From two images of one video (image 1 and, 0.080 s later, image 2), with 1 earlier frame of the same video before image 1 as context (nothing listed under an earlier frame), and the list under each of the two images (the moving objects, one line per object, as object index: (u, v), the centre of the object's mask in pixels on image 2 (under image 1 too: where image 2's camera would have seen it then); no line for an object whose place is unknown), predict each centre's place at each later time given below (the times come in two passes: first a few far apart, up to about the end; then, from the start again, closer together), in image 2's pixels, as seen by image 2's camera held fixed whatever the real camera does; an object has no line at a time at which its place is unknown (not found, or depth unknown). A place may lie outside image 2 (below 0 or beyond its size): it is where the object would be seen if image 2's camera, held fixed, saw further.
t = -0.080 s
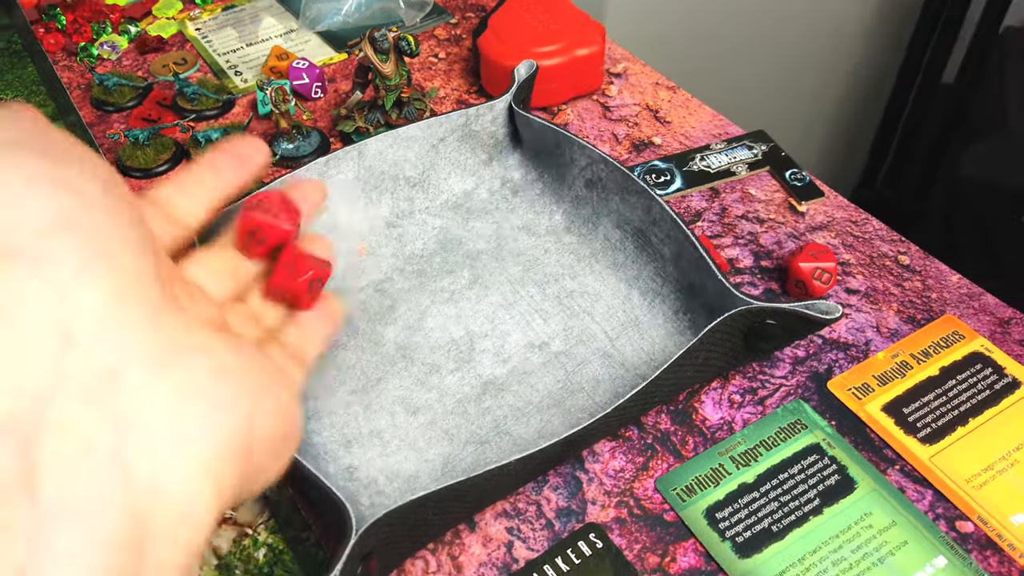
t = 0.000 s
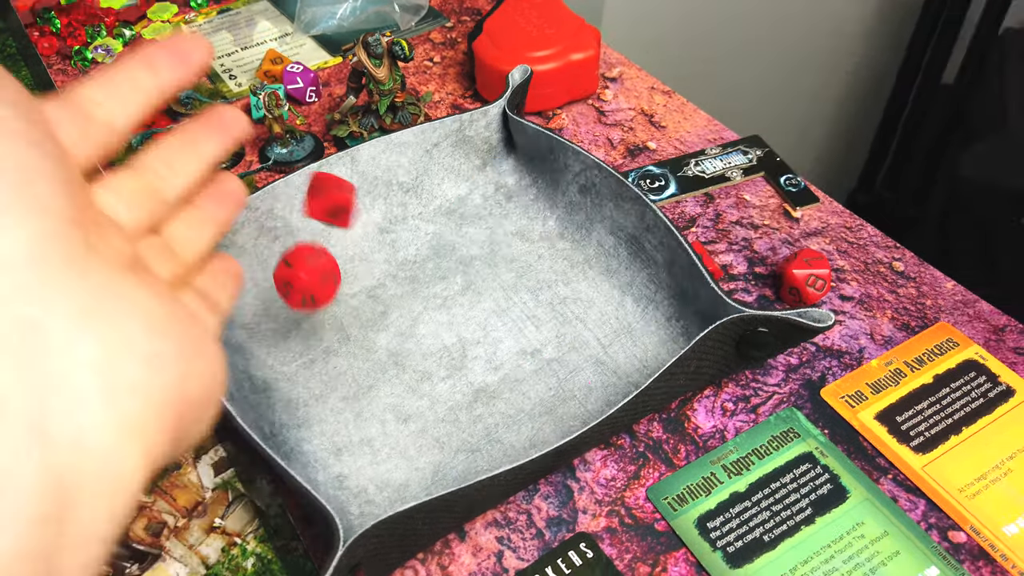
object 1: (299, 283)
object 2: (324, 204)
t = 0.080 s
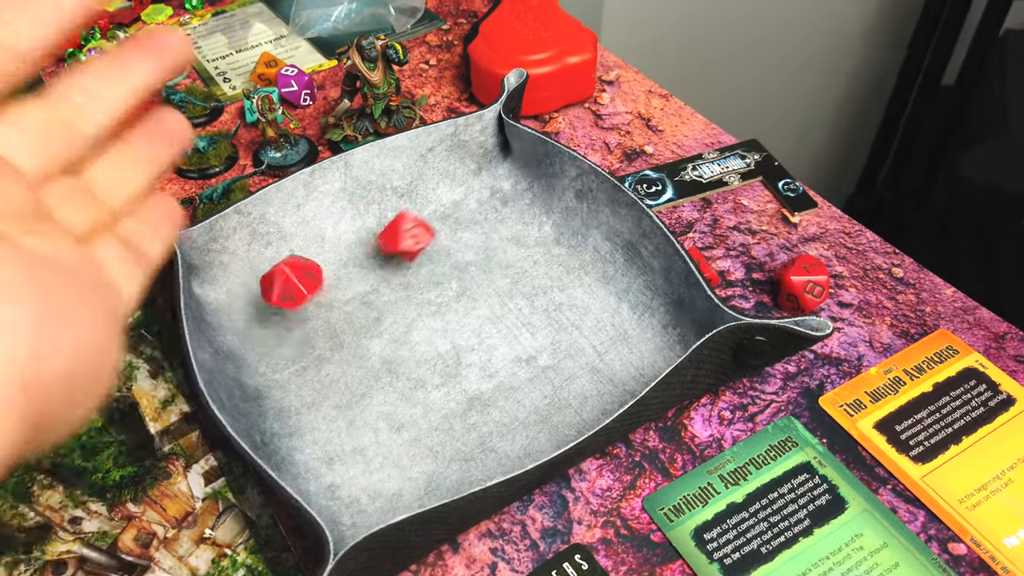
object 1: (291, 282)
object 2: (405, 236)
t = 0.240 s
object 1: (249, 288)
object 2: (562, 219)
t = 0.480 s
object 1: (263, 305)
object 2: (526, 290)
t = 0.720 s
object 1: (263, 305)
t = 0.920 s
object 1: (263, 305)
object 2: (524, 291)
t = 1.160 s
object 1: (263, 305)
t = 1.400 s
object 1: (263, 305)
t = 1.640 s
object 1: (263, 305)
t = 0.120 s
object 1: (281, 283)
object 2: (446, 221)
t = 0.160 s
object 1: (268, 277)
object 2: (488, 236)
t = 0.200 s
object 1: (254, 273)
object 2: (529, 230)
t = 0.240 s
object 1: (249, 288)
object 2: (562, 219)
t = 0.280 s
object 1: (251, 299)
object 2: (570, 229)
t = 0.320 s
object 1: (257, 305)
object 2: (560, 252)
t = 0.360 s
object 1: (263, 305)
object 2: (542, 268)
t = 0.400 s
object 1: (263, 306)
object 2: (530, 277)
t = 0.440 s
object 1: (263, 305)
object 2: (525, 284)
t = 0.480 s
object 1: (263, 305)
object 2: (526, 290)
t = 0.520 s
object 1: (263, 305)
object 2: (524, 290)
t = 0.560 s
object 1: (263, 305)
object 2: (524, 291)
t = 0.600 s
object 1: (263, 305)
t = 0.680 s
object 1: (263, 305)
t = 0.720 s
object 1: (263, 305)
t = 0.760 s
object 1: (263, 305)
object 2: (524, 290)
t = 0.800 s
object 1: (263, 305)
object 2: (524, 291)
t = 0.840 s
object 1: (263, 306)
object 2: (524, 291)
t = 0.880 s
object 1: (263, 305)
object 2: (524, 291)
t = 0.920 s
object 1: (263, 305)
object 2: (524, 291)
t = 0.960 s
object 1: (263, 305)
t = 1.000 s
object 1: (263, 305)
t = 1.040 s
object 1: (263, 305)
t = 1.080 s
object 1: (263, 305)
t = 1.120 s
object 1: (263, 305)
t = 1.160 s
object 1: (263, 305)
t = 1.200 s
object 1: (263, 305)
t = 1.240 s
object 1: (263, 305)
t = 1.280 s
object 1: (263, 305)
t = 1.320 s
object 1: (263, 305)
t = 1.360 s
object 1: (263, 305)
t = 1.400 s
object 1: (263, 305)
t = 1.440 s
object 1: (263, 305)
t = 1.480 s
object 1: (263, 305)
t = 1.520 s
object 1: (263, 305)
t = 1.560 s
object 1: (263, 305)
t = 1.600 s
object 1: (263, 305)
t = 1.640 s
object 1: (263, 305)
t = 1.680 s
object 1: (263, 305)
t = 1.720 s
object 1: (264, 305)
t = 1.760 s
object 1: (264, 305)
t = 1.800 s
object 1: (264, 305)
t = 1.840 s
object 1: (264, 305)
